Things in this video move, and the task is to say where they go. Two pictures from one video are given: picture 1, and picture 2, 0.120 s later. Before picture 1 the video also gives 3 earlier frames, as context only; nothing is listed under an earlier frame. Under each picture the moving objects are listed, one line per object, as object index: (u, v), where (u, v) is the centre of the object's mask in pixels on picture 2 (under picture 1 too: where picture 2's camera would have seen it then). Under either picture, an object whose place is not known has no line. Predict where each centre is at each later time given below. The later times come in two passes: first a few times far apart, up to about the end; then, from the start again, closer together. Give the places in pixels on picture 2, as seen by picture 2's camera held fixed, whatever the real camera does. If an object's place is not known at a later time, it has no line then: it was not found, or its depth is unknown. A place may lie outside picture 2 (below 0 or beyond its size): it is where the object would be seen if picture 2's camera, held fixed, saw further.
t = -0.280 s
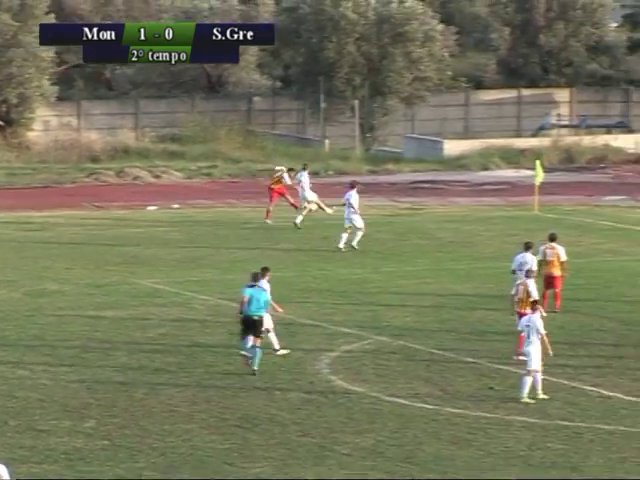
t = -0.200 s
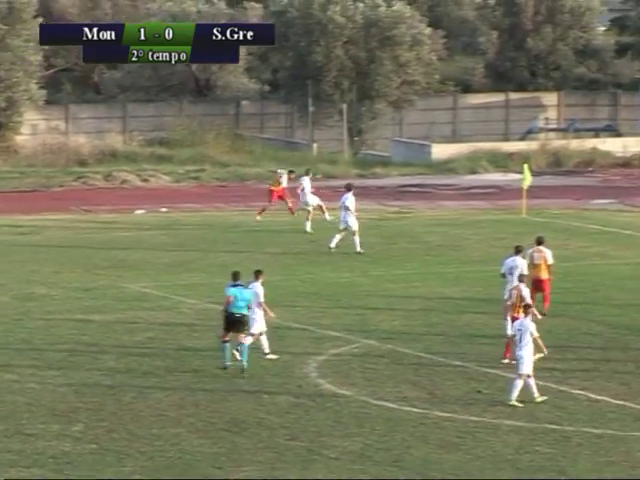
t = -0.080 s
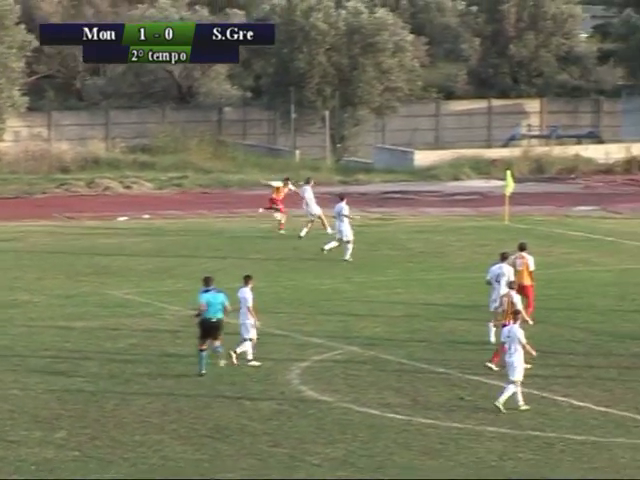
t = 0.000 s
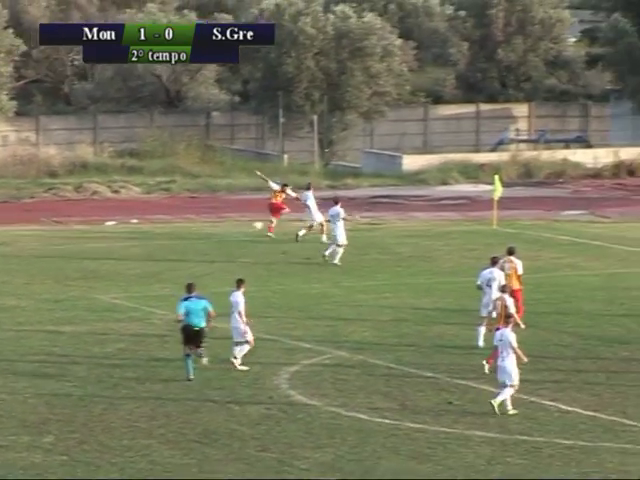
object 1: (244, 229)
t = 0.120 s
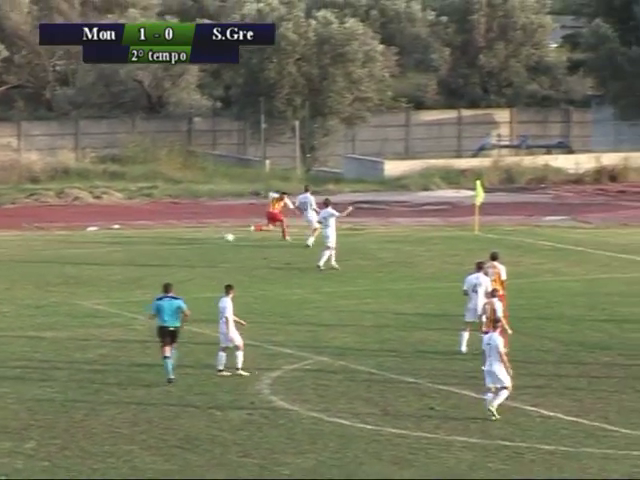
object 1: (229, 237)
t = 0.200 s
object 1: (223, 232)
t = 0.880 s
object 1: (199, 232)
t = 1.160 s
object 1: (194, 229)
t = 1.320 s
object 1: (192, 228)
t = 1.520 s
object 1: (189, 227)
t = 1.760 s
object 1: (188, 224)
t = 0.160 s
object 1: (226, 234)
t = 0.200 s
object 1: (223, 232)
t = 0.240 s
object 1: (220, 230)
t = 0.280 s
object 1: (217, 229)
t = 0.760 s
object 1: (200, 229)
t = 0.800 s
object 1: (200, 229)
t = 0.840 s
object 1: (200, 230)
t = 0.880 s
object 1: (199, 232)
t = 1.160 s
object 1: (194, 229)
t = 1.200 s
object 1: (194, 228)
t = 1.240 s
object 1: (193, 228)
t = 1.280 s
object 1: (192, 229)
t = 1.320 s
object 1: (192, 228)
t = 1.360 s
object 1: (191, 227)
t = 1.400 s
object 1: (191, 227)
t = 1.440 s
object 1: (190, 227)
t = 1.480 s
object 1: (189, 227)
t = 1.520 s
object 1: (189, 227)
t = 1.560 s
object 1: (189, 226)
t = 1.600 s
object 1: (188, 226)
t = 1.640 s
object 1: (187, 225)
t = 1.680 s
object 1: (188, 225)
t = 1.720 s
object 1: (188, 224)
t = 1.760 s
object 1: (188, 224)
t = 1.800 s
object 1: (188, 223)
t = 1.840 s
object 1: (188, 223)
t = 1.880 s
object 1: (188, 223)
